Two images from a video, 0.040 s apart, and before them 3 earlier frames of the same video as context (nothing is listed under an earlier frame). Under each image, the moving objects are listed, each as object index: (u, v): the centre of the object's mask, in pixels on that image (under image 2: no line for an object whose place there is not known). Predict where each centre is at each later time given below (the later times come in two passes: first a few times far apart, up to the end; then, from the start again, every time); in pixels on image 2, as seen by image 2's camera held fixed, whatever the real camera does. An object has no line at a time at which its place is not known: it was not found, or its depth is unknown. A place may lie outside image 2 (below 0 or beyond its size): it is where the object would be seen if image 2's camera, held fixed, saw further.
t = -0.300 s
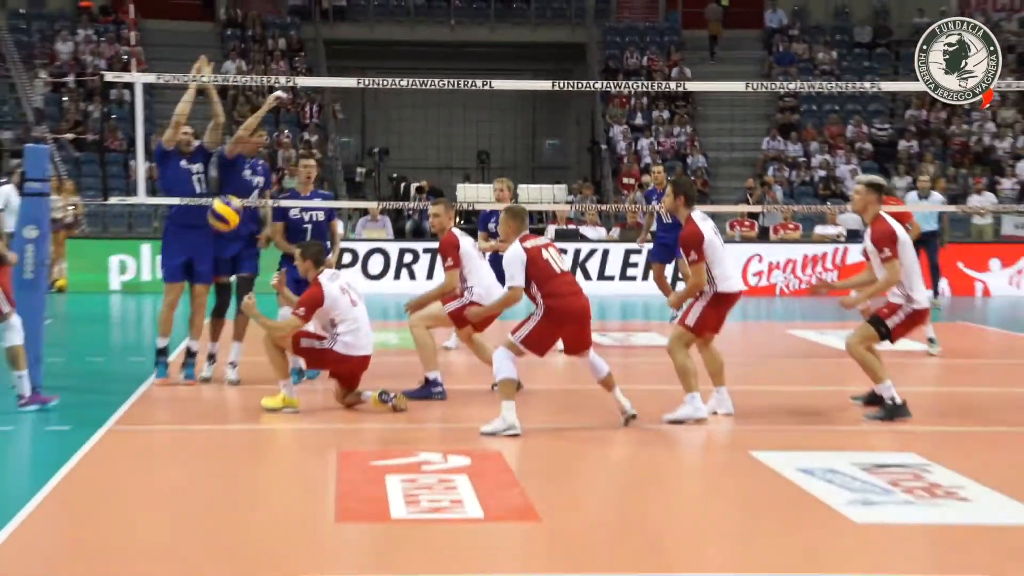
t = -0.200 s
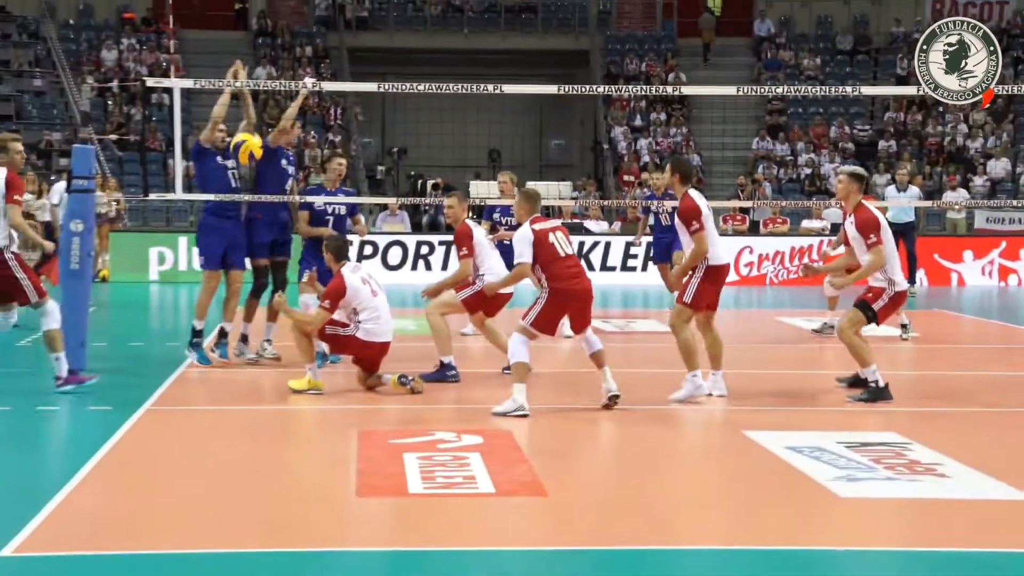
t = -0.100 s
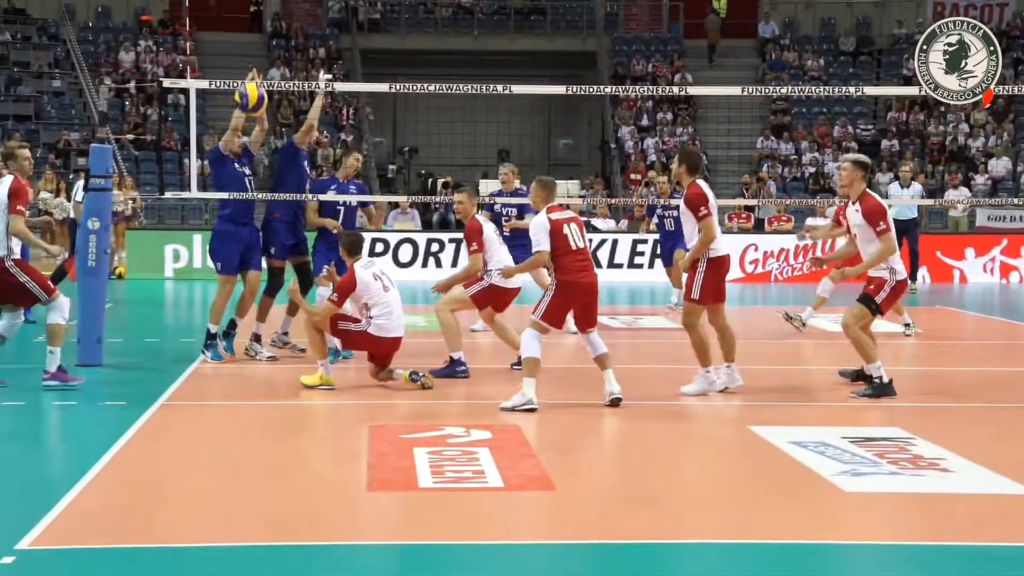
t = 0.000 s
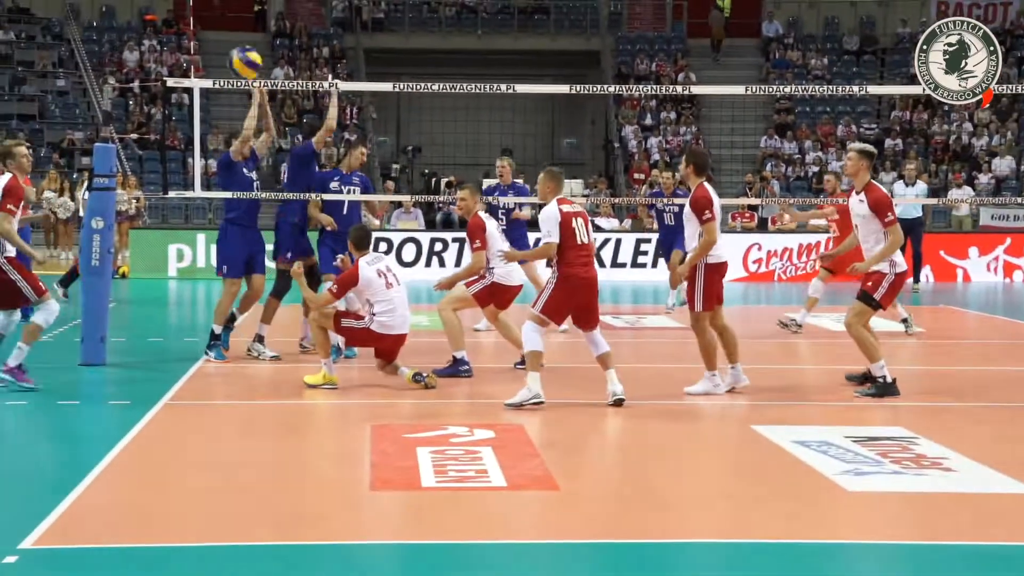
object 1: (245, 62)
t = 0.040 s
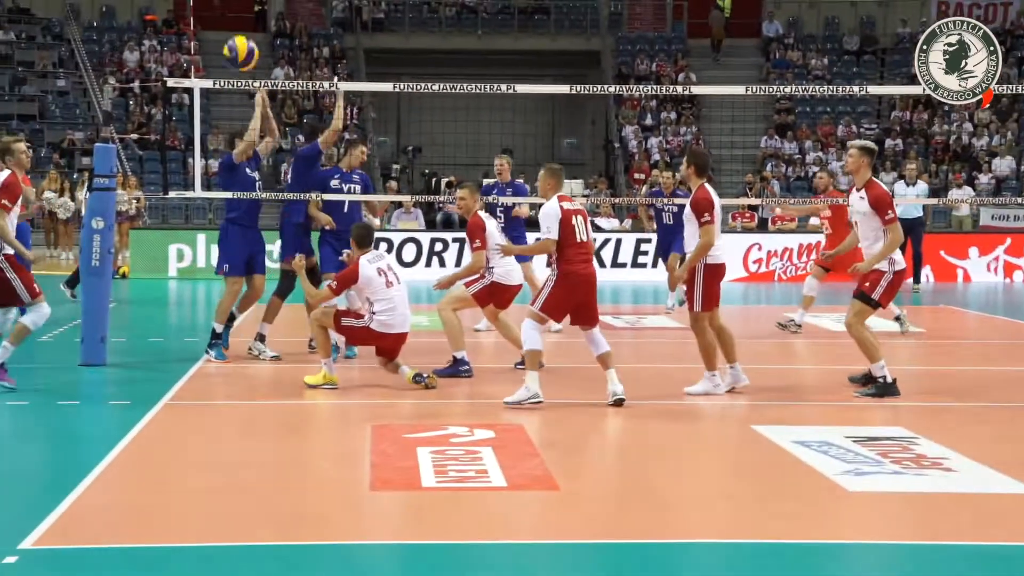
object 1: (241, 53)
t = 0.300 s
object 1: (210, 52)
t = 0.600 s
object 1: (167, 219)
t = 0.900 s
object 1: (120, 454)
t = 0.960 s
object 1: (111, 404)
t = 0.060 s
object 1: (239, 49)
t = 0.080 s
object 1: (236, 46)
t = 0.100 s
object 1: (234, 43)
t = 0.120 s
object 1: (231, 41)
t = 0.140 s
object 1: (229, 39)
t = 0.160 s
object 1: (227, 38)
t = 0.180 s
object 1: (225, 38)
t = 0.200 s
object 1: (222, 38)
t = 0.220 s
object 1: (220, 39)
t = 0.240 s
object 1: (217, 41)
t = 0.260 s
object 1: (214, 44)
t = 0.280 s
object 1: (213, 47)
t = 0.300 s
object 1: (210, 52)
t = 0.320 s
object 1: (207, 56)
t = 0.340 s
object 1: (205, 62)
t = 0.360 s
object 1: (202, 69)
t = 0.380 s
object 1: (199, 77)
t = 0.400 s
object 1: (197, 85)
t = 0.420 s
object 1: (196, 94)
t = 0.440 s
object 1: (191, 104)
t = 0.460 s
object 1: (188, 115)
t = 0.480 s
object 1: (185, 127)
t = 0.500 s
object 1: (183, 140)
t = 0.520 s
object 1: (180, 154)
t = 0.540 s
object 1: (177, 169)
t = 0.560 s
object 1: (175, 184)
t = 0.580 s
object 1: (171, 201)
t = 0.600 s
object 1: (167, 219)
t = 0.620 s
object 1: (165, 237)
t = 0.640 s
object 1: (160, 259)
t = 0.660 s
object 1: (157, 281)
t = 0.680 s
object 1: (154, 305)
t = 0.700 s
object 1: (152, 328)
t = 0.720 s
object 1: (149, 352)
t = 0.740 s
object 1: (146, 378)
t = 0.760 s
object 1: (142, 405)
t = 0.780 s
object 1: (139, 436)
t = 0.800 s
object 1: (136, 467)
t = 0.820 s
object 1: (132, 500)
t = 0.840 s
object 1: (129, 511)
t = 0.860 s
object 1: (126, 490)
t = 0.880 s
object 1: (122, 472)
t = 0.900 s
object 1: (120, 454)
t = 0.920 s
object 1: (117, 436)
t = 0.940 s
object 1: (114, 419)
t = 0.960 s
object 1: (111, 404)
